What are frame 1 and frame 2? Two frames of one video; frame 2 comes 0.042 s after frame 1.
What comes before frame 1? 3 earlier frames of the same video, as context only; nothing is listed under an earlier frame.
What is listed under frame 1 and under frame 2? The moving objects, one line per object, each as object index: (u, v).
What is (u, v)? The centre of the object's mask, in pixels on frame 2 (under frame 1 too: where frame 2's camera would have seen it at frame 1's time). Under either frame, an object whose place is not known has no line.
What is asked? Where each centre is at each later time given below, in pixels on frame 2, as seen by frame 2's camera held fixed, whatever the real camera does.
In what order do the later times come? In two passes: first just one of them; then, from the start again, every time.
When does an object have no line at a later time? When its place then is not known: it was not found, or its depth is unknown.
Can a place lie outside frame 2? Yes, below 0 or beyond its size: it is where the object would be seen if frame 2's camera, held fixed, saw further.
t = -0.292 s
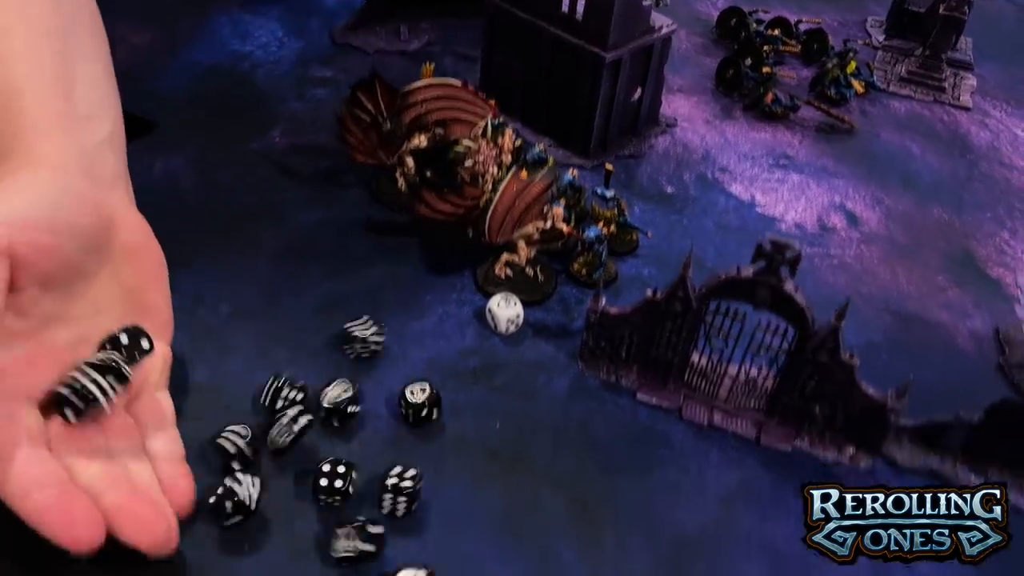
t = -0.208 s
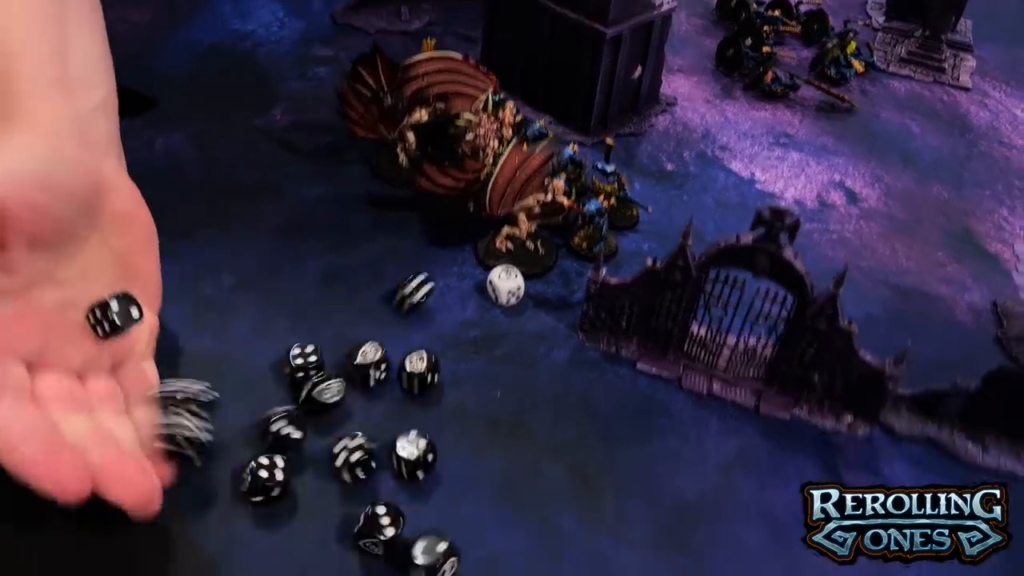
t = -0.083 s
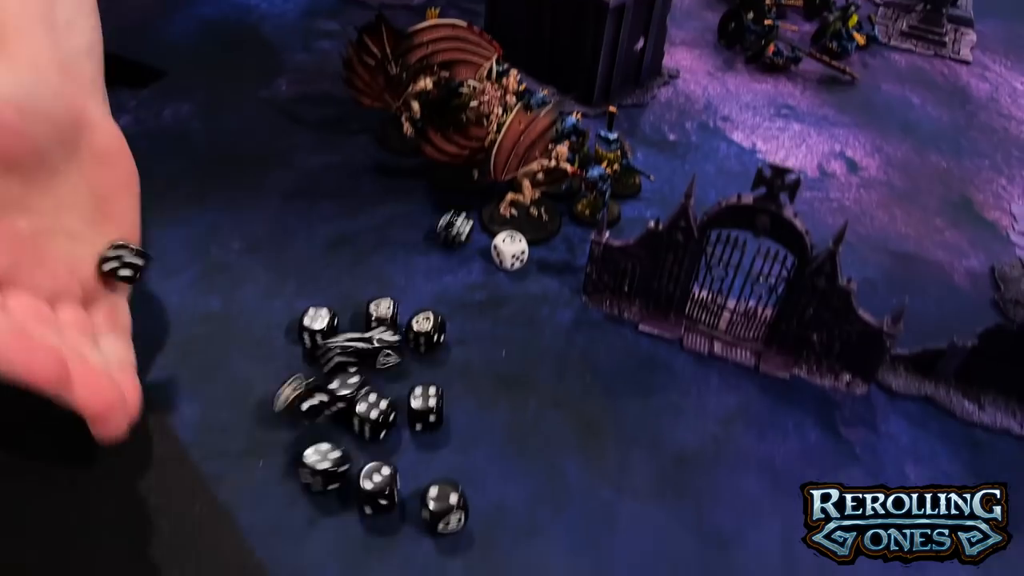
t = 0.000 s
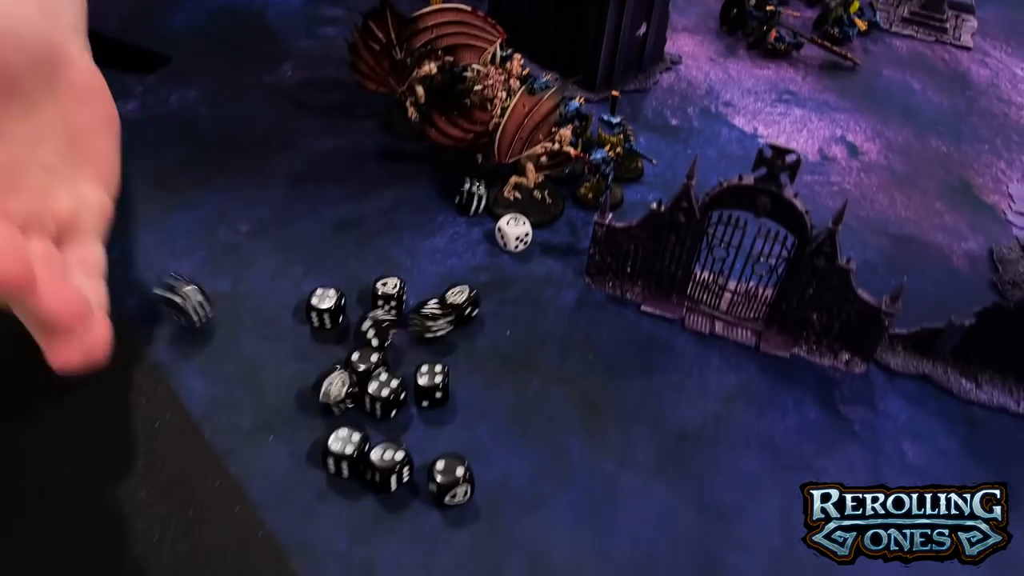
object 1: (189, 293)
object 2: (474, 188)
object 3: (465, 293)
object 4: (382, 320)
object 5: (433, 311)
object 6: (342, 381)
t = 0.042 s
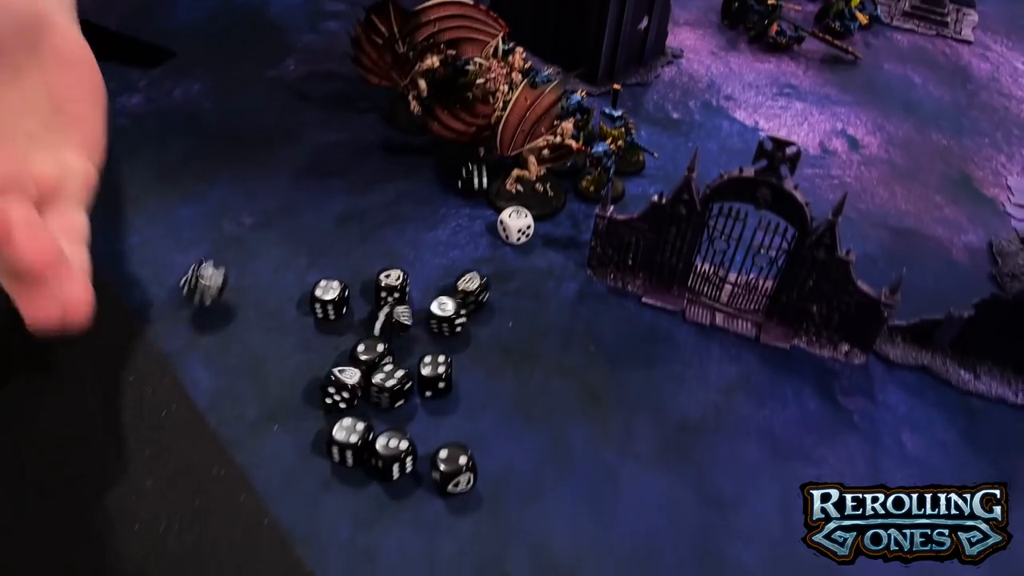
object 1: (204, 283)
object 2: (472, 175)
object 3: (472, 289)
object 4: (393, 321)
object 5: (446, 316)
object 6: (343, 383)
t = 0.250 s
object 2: (456, 164)
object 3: (477, 287)
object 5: (455, 323)
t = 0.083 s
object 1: (220, 274)
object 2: (466, 167)
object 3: (476, 288)
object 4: (402, 322)
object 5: (451, 320)
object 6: (331, 390)
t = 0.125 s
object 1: (235, 257)
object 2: (457, 160)
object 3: (477, 287)
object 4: (411, 323)
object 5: (452, 320)
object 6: (325, 389)
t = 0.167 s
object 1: (249, 249)
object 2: (455, 159)
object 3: (477, 287)
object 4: (417, 319)
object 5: (454, 323)
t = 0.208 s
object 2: (455, 162)
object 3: (477, 287)
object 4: (417, 322)
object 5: (455, 324)
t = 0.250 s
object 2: (456, 164)
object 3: (477, 287)
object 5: (455, 323)
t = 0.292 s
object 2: (457, 163)
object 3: (477, 286)
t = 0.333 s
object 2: (458, 163)
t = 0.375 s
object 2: (458, 163)
